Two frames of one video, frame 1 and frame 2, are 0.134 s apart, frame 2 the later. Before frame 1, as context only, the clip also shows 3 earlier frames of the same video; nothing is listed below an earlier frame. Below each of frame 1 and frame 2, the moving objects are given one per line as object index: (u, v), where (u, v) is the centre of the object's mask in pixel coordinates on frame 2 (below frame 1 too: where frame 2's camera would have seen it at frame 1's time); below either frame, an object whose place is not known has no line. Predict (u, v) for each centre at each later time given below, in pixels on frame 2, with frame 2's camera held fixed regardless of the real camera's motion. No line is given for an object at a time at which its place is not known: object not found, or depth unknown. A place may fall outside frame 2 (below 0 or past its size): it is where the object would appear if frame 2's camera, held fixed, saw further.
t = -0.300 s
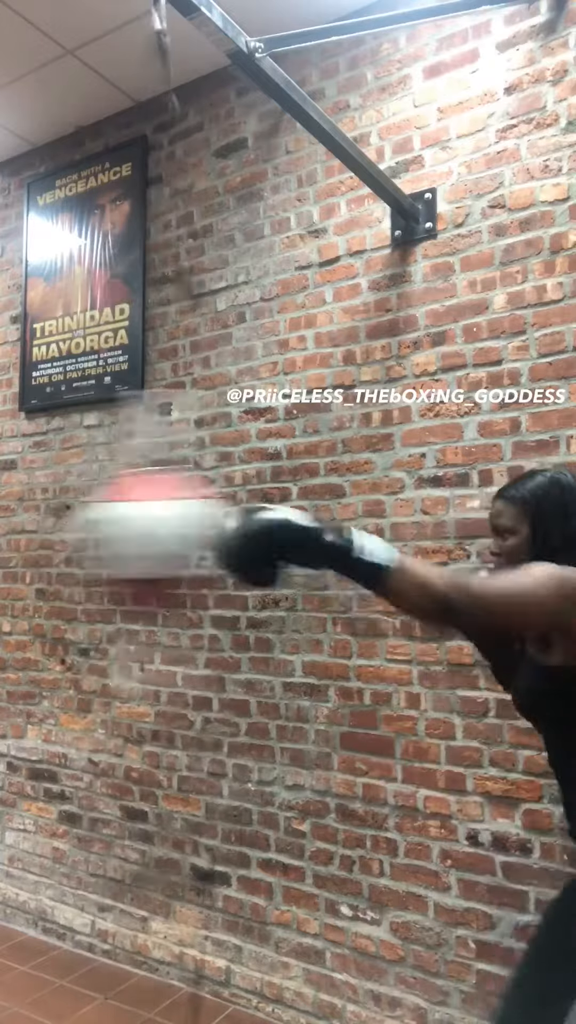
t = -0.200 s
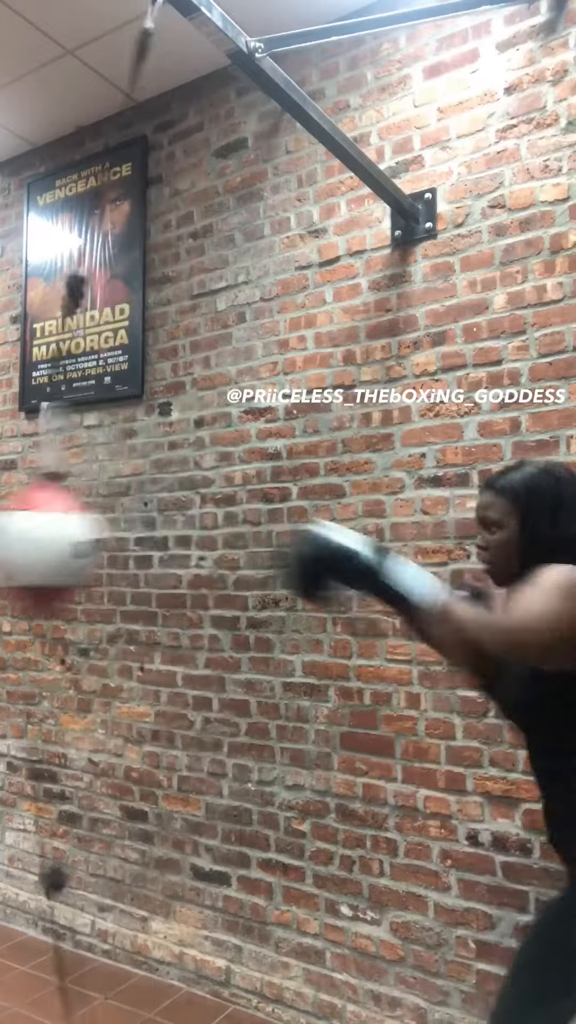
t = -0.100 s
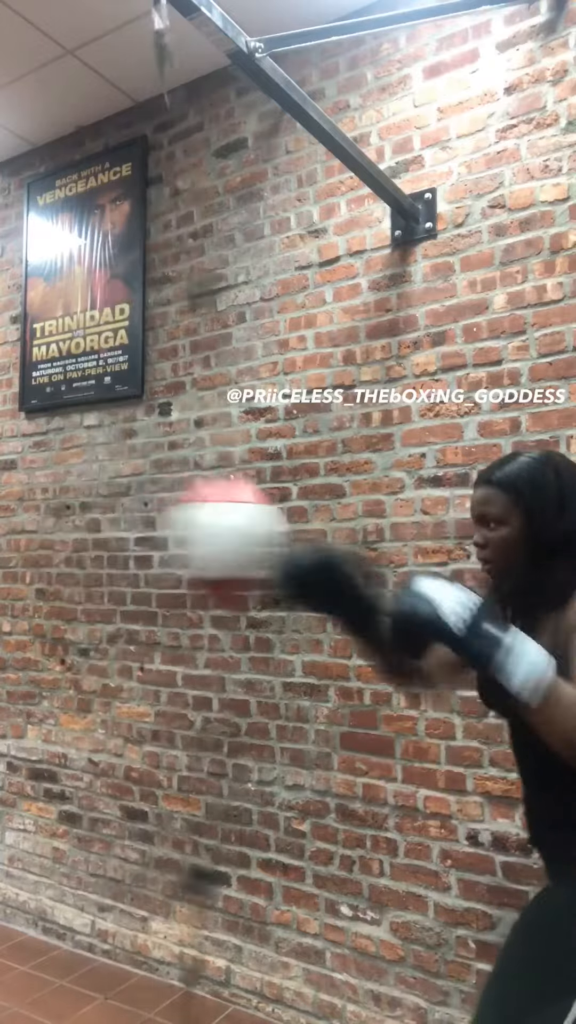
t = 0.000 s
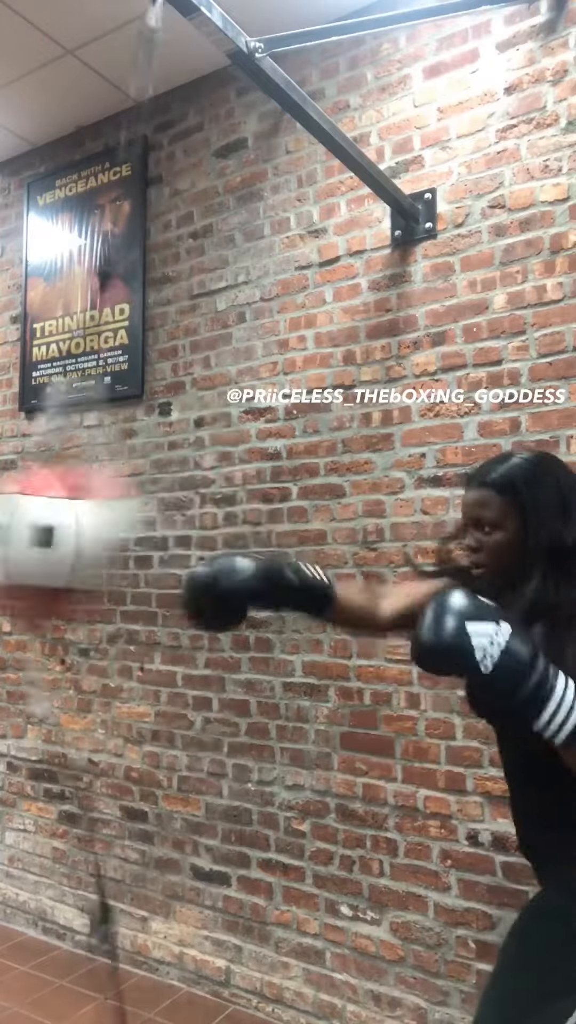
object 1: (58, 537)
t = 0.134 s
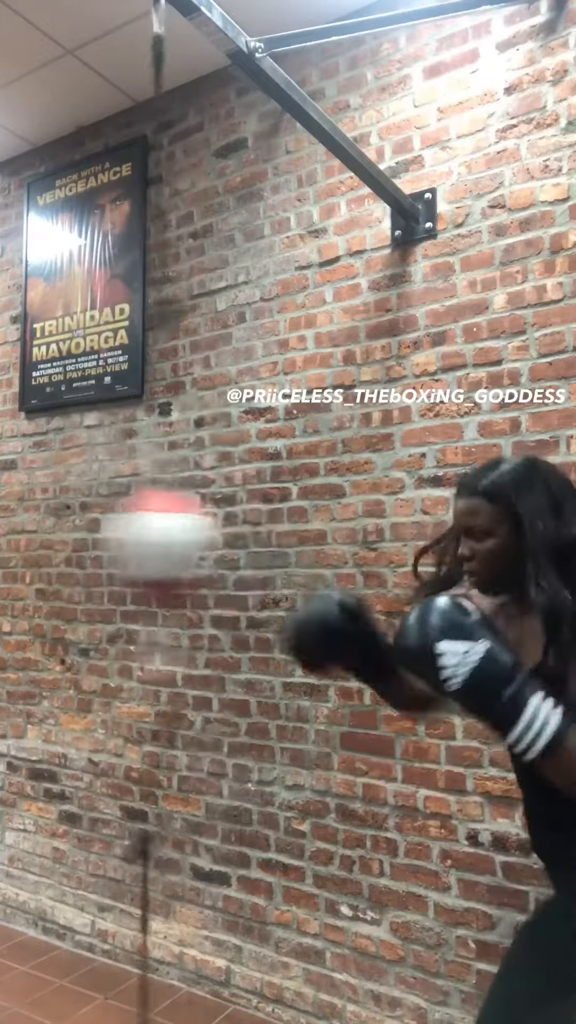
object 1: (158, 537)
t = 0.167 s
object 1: (209, 546)
